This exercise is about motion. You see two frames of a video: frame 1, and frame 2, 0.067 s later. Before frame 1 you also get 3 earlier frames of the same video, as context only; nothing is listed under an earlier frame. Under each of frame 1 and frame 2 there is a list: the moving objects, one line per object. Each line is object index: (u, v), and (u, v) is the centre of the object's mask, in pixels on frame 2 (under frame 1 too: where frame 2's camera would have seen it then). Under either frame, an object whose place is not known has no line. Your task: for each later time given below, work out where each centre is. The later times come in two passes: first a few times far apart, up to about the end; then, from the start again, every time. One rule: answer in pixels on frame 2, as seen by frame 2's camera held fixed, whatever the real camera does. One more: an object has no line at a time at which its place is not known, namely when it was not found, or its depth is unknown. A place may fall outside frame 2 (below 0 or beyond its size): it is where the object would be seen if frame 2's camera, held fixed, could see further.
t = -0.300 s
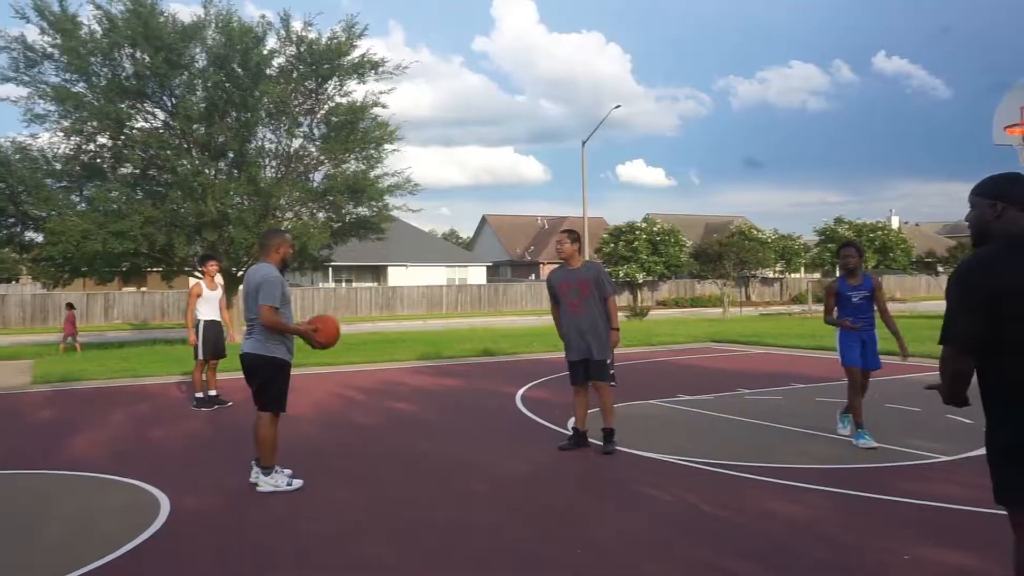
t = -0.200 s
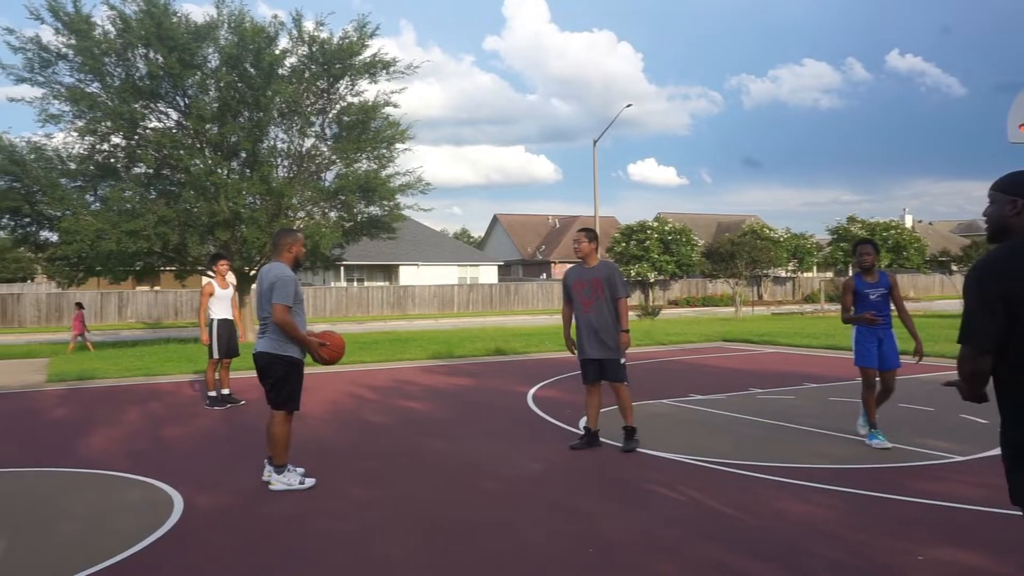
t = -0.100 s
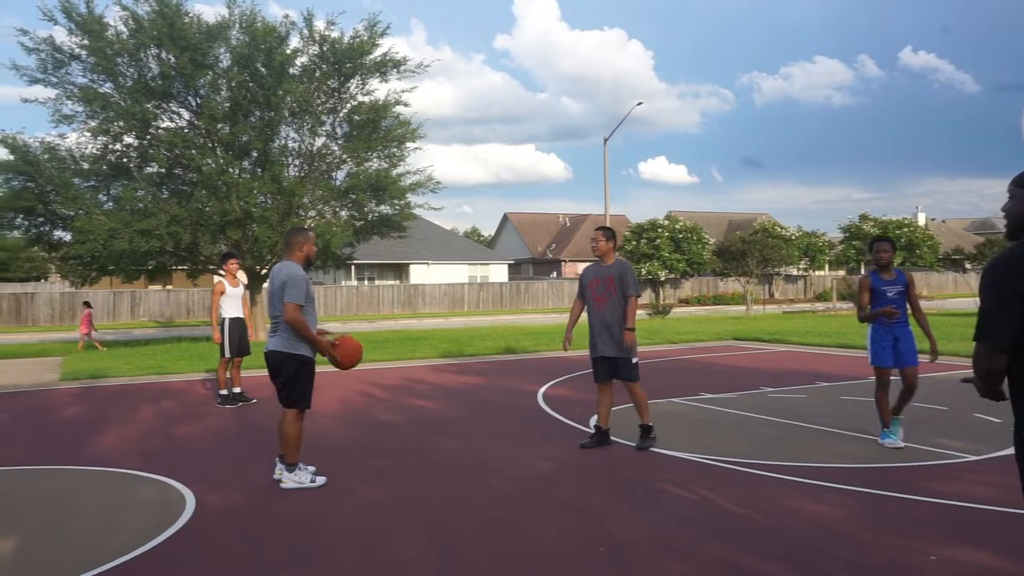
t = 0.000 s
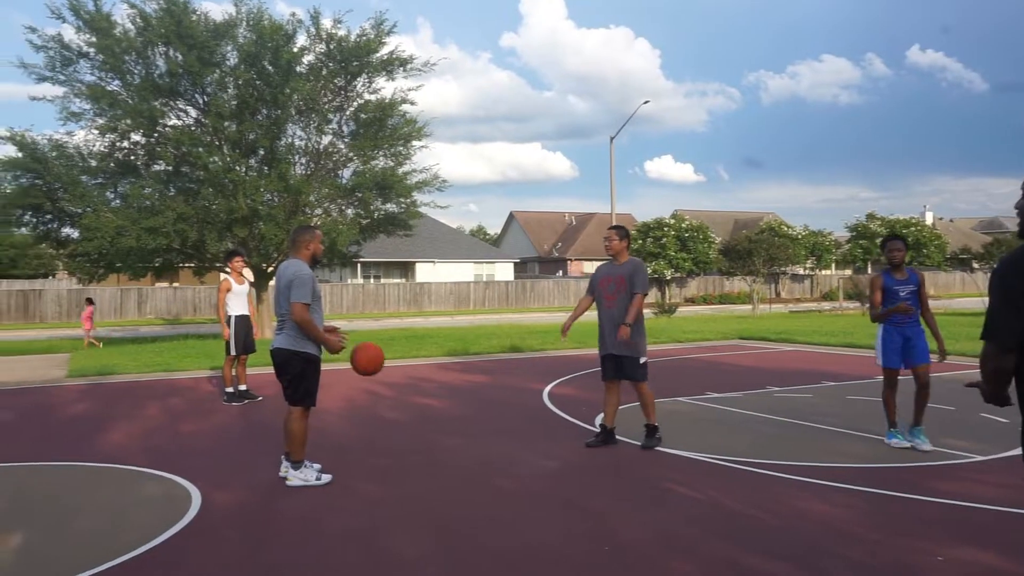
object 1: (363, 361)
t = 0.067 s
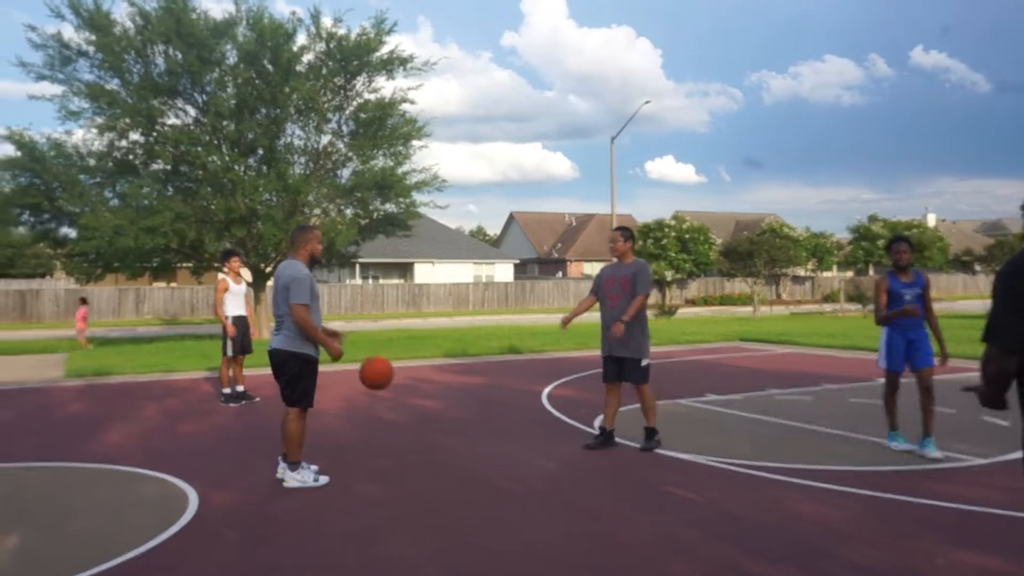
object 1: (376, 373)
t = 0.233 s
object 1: (404, 432)
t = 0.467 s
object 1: (440, 401)
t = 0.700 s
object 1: (475, 383)
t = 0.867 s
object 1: (500, 415)
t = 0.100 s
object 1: (381, 382)
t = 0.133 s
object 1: (387, 393)
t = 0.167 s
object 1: (393, 404)
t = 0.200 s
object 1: (397, 417)
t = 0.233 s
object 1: (404, 432)
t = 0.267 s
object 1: (408, 448)
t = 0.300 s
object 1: (414, 458)
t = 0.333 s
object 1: (419, 443)
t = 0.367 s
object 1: (424, 430)
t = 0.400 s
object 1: (430, 419)
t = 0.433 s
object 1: (434, 409)
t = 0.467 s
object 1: (440, 401)
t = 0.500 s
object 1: (444, 394)
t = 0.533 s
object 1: (449, 388)
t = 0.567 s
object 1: (454, 385)
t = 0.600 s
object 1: (460, 381)
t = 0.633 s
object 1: (464, 380)
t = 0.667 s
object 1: (470, 381)
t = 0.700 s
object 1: (475, 383)
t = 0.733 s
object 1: (480, 386)
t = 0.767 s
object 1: (485, 391)
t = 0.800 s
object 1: (490, 398)
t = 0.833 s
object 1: (495, 406)
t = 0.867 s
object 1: (500, 415)
